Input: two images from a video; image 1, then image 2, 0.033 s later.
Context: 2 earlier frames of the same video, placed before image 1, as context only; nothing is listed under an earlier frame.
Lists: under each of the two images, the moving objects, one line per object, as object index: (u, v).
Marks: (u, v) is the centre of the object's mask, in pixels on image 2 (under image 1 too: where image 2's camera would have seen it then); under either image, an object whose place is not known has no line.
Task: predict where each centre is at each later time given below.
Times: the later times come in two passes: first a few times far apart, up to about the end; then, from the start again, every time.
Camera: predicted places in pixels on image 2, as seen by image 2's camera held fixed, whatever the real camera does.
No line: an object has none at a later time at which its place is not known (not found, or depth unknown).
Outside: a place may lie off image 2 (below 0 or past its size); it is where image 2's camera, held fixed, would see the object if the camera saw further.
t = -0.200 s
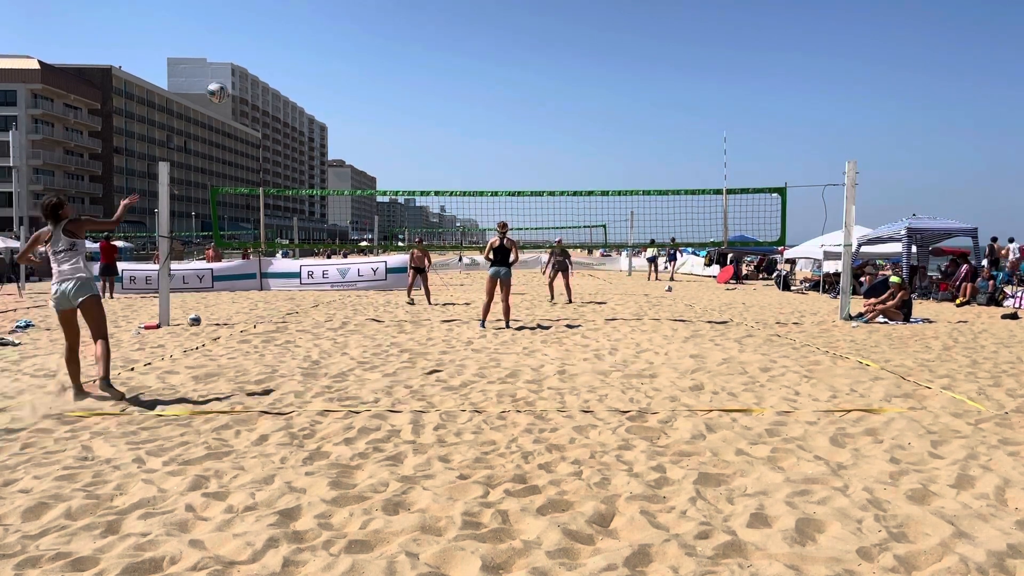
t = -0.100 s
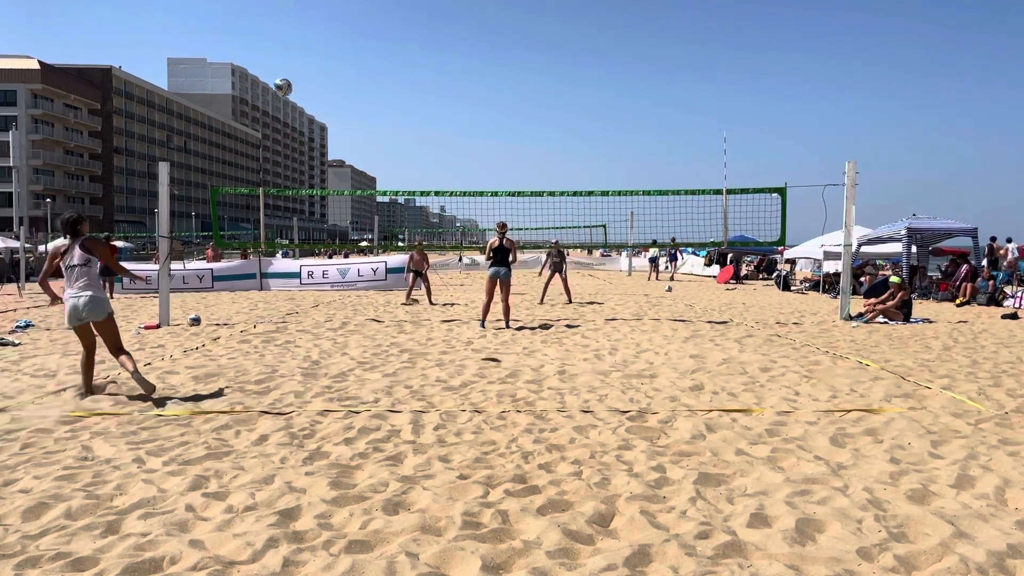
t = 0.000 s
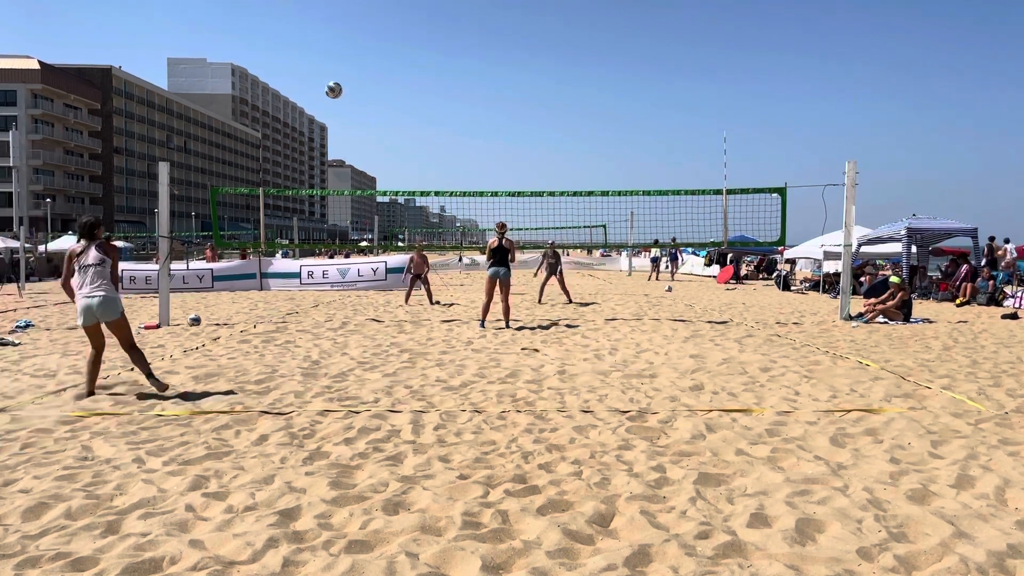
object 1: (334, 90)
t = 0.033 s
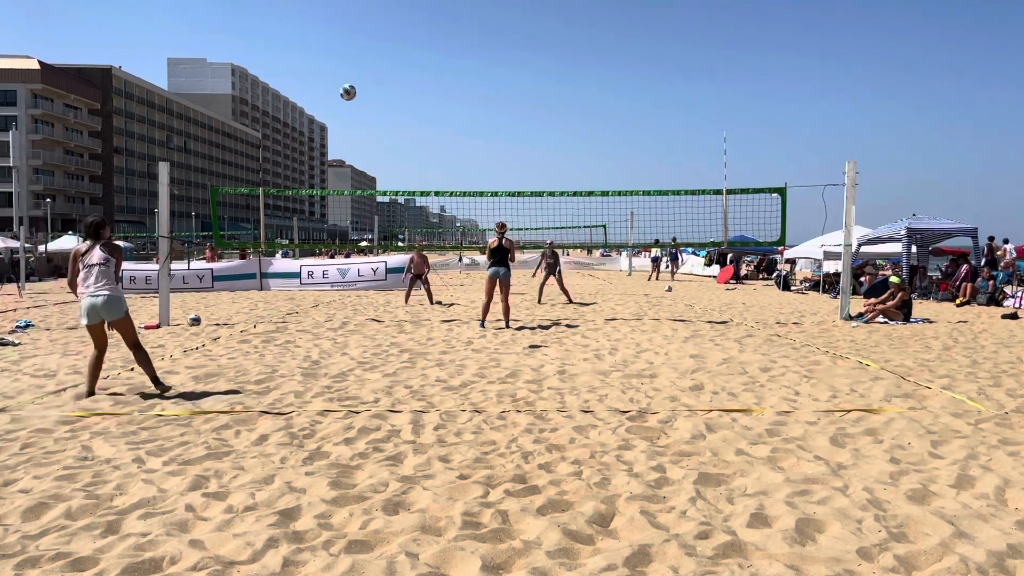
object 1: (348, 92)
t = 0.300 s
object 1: (429, 136)
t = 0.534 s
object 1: (466, 188)
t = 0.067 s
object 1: (361, 95)
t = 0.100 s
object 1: (374, 99)
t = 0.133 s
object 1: (385, 103)
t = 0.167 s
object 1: (396, 109)
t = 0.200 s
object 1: (405, 115)
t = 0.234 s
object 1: (414, 121)
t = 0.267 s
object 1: (422, 128)
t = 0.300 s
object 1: (429, 136)
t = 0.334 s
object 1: (436, 143)
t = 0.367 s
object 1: (442, 150)
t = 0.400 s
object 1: (448, 158)
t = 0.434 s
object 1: (453, 166)
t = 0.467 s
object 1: (457, 173)
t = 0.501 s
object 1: (462, 181)
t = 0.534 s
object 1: (466, 188)
